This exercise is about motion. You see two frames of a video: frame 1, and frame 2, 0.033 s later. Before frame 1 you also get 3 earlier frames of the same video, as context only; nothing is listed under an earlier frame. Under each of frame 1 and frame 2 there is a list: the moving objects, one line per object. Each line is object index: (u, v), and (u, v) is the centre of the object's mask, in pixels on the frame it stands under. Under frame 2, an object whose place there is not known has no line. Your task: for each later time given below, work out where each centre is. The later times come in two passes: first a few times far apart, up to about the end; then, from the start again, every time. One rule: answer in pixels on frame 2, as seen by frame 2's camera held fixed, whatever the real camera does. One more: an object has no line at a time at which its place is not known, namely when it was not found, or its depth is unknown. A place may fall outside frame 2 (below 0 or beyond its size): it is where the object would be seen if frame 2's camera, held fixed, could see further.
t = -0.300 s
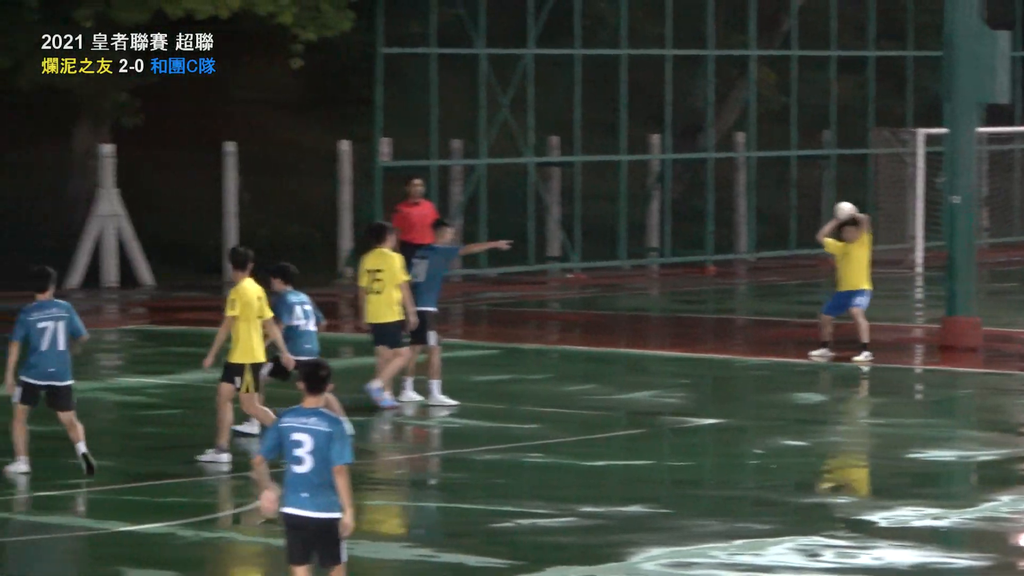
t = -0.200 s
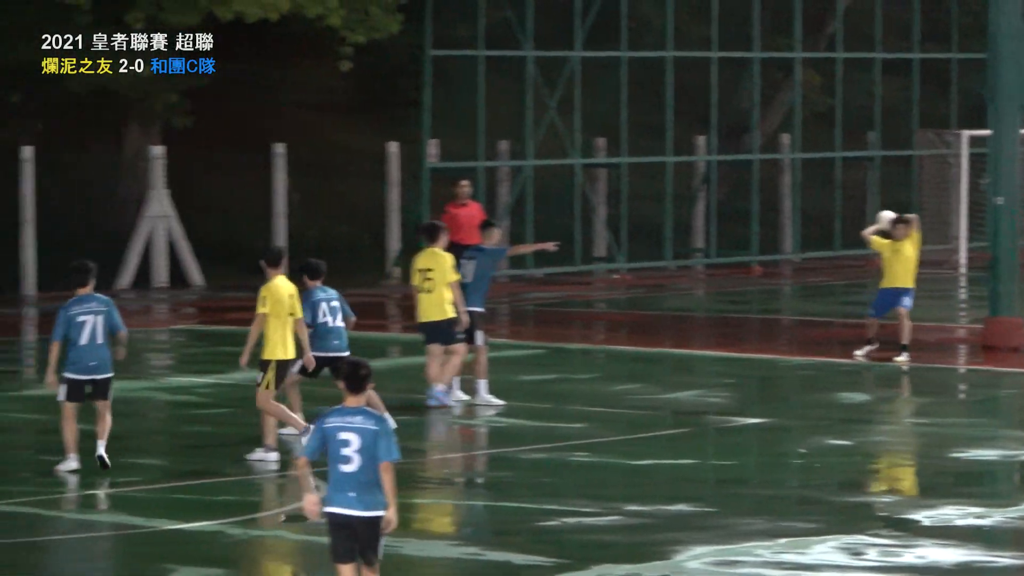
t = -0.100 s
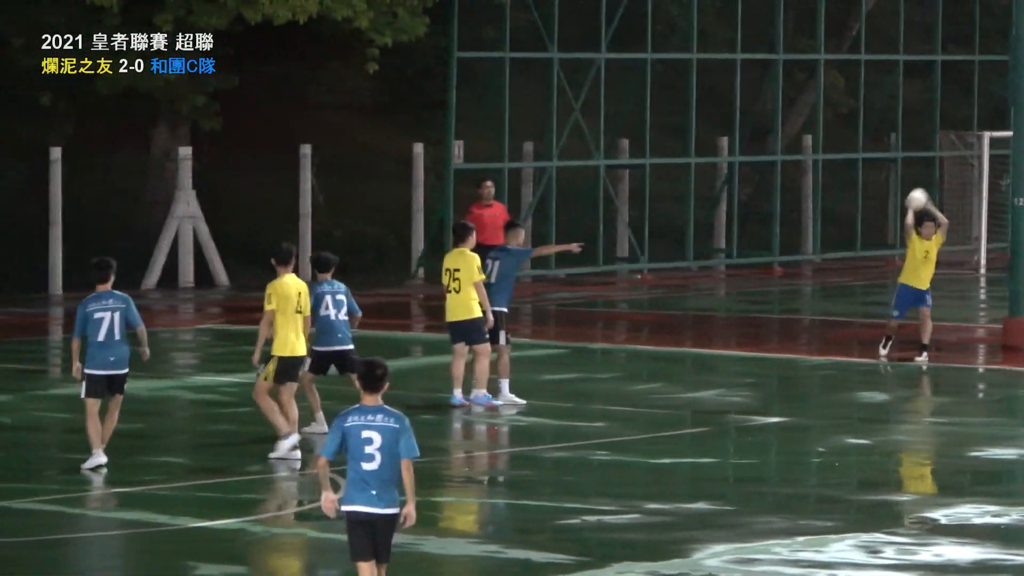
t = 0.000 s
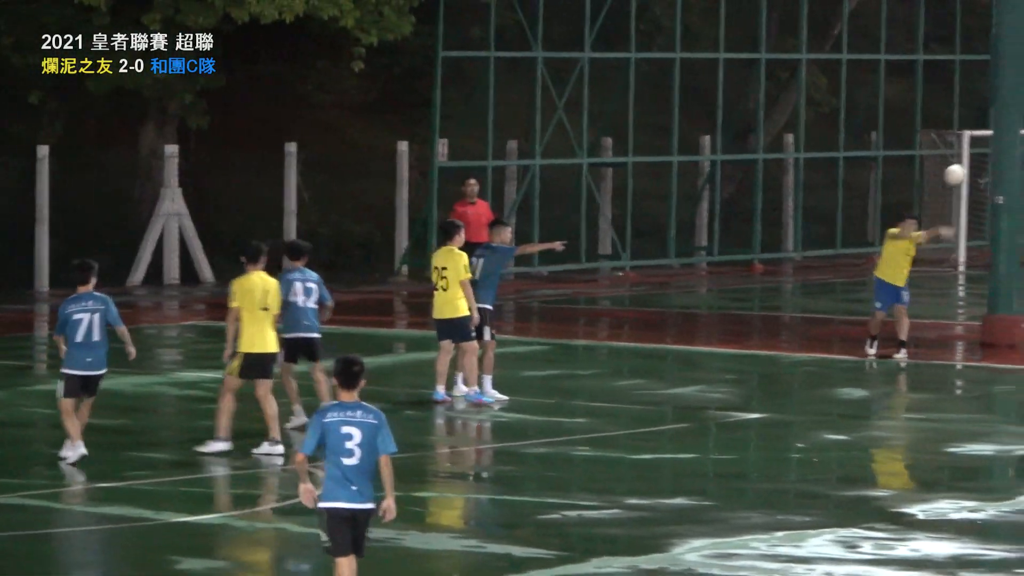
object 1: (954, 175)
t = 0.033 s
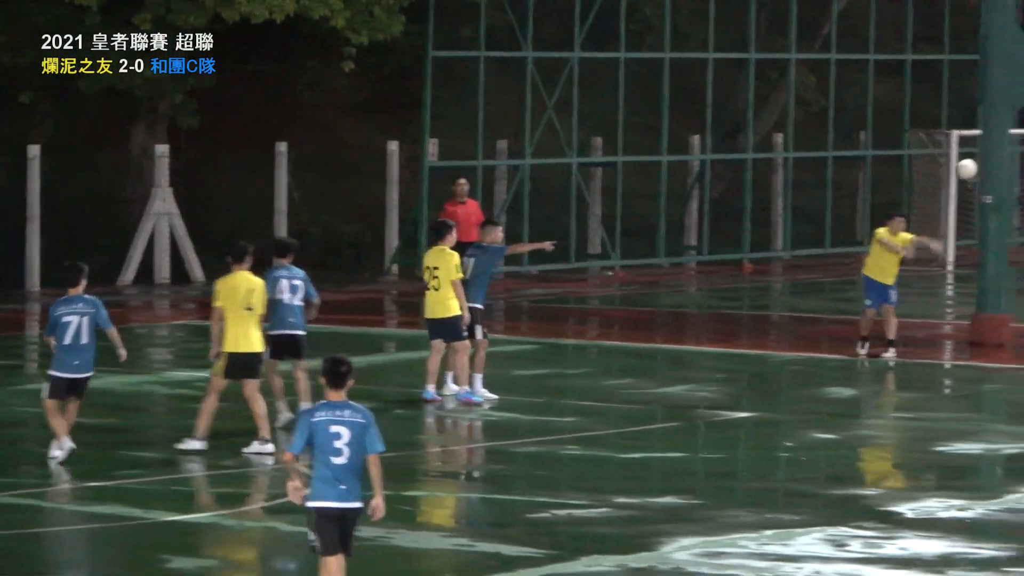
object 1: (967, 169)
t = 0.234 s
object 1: (1112, 158)
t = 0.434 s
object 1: (1273, 181)
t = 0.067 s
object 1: (990, 165)
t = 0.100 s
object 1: (1014, 162)
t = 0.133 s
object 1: (1037, 160)
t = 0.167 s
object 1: (1062, 159)
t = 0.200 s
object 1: (1087, 158)
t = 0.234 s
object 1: (1112, 158)
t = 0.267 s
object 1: (1137, 160)
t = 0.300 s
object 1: (1163, 161)
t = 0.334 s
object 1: (1190, 165)
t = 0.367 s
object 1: (1217, 169)
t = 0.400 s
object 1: (1245, 174)
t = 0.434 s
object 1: (1273, 181)
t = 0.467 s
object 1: (1301, 189)
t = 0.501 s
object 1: (1330, 198)
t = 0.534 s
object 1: (1359, 210)
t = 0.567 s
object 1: (1390, 221)
